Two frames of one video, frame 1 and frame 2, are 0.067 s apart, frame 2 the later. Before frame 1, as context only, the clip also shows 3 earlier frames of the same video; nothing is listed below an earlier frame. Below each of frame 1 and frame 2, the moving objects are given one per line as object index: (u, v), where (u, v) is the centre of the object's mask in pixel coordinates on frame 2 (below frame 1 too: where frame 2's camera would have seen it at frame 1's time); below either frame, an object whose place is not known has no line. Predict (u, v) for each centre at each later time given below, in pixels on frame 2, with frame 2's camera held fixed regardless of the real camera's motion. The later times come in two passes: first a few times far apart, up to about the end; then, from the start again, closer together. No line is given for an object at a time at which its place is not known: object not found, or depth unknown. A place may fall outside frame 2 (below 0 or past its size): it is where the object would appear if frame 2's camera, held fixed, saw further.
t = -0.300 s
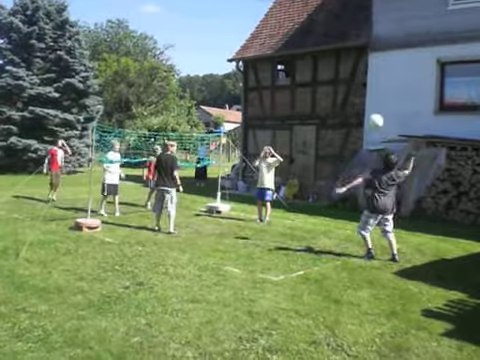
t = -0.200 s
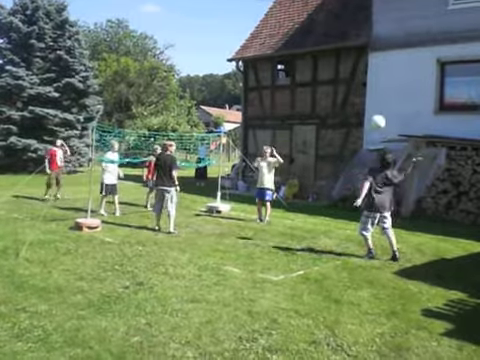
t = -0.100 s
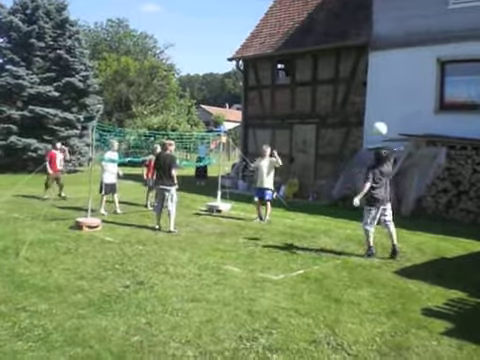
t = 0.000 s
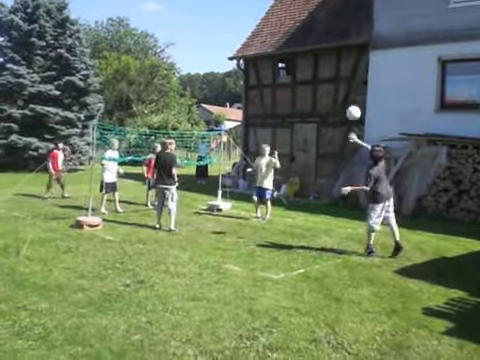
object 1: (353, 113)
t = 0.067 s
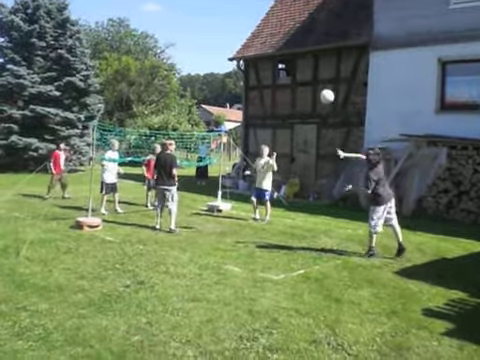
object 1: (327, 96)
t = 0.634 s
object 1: (169, 74)
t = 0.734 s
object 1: (148, 87)
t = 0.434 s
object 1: (212, 63)
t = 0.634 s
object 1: (169, 74)
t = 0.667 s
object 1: (162, 78)
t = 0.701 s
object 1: (155, 83)
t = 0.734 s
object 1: (148, 87)
